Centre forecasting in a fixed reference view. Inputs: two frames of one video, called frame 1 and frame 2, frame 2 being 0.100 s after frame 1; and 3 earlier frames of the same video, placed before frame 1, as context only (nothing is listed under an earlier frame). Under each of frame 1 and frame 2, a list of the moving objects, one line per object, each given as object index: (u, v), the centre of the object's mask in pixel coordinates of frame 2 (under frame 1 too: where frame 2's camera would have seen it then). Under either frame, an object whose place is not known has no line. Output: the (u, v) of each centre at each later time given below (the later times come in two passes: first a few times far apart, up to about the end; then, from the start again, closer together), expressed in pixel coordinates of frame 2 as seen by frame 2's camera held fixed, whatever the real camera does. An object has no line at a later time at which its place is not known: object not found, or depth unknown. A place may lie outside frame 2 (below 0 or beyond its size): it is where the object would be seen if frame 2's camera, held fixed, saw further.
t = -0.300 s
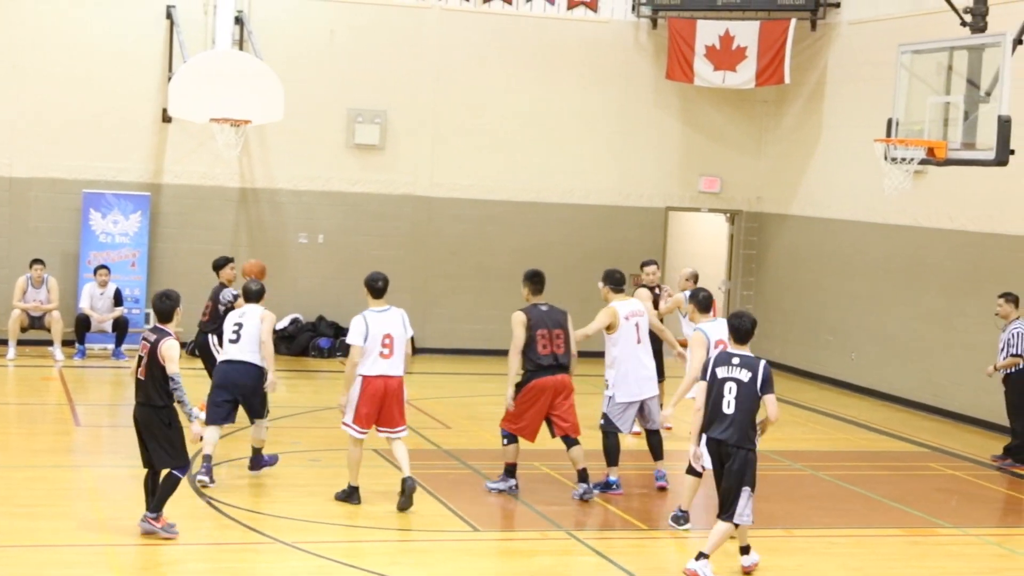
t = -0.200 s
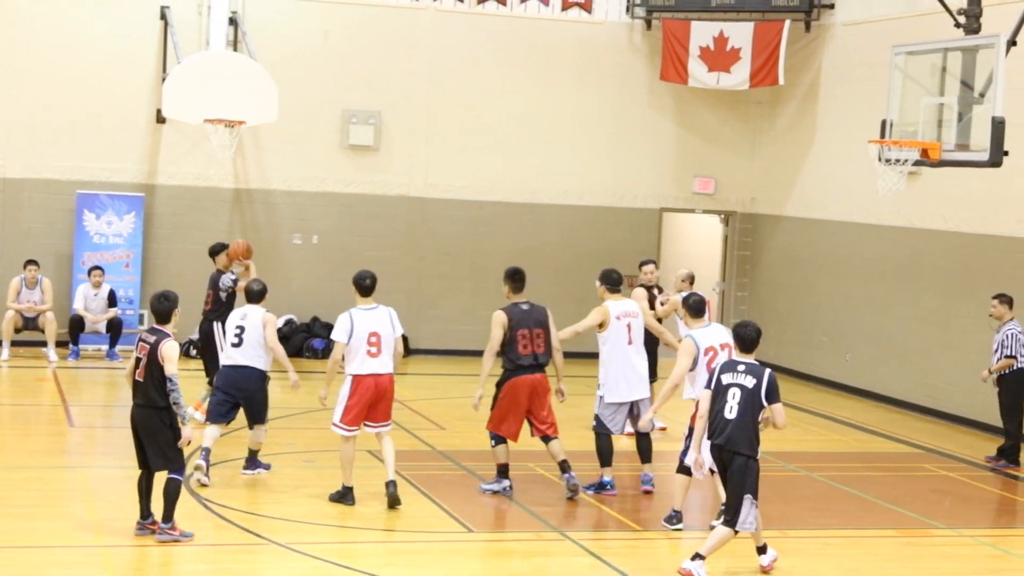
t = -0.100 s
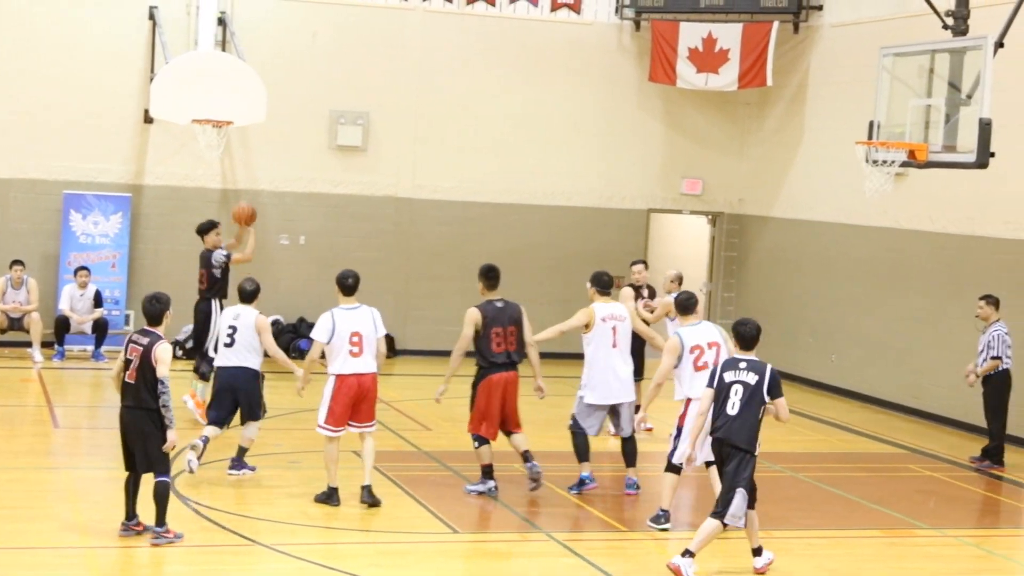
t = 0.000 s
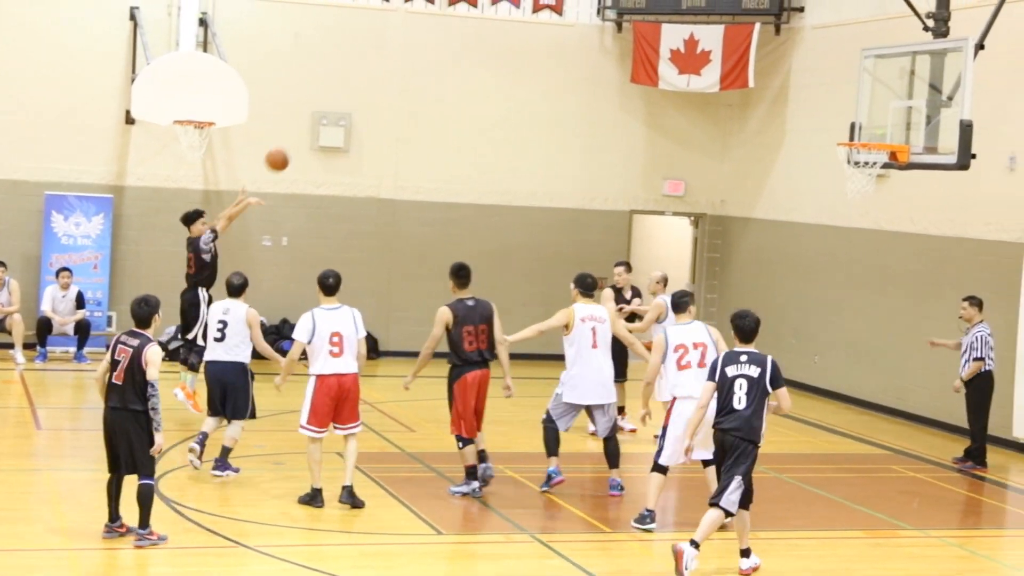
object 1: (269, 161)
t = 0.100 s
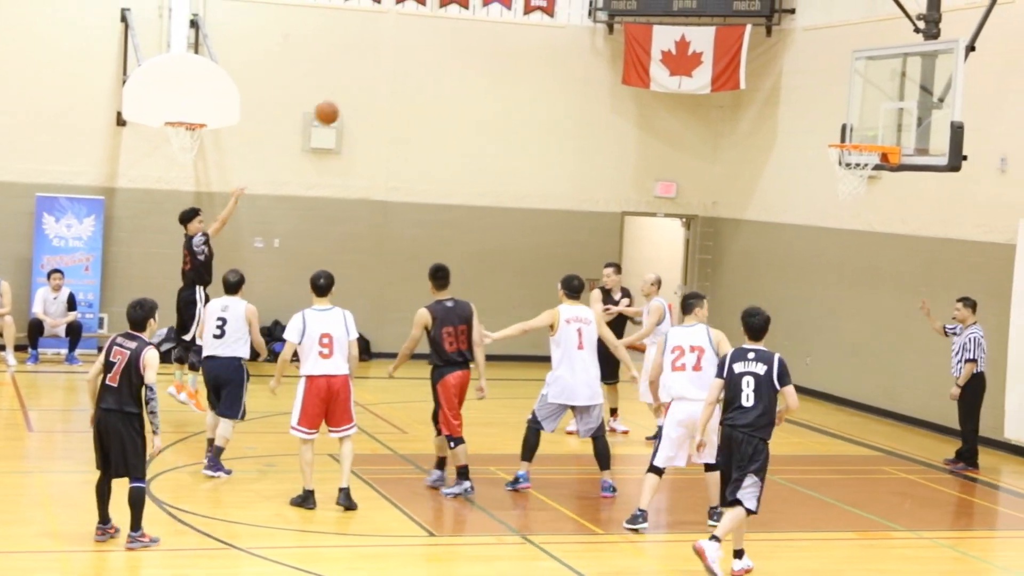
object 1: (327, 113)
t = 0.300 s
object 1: (442, 43)
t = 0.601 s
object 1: (615, 15)
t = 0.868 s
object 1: (768, 72)
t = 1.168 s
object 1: (863, 193)
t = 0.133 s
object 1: (346, 98)
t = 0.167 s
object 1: (365, 85)
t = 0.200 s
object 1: (385, 73)
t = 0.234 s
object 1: (404, 62)
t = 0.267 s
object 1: (423, 52)
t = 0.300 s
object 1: (442, 43)
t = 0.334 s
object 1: (461, 35)
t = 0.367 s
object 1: (481, 29)
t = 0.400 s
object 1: (500, 24)
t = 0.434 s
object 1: (519, 19)
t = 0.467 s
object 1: (538, 17)
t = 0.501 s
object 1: (557, 15)
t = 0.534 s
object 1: (577, 14)
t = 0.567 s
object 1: (597, 14)
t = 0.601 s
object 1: (615, 15)
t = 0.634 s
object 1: (634, 18)
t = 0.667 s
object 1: (654, 22)
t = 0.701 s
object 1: (673, 27)
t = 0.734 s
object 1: (692, 33)
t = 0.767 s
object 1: (711, 41)
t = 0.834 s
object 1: (751, 60)
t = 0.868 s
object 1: (768, 72)
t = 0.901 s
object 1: (787, 84)
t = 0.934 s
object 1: (807, 98)
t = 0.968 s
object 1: (826, 113)
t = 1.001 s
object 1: (845, 130)
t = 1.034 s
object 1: (863, 144)
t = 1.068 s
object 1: (869, 162)
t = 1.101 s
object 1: (868, 174)
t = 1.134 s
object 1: (866, 184)
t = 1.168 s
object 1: (863, 193)
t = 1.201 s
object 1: (860, 204)
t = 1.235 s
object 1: (857, 216)
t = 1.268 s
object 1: (854, 230)
